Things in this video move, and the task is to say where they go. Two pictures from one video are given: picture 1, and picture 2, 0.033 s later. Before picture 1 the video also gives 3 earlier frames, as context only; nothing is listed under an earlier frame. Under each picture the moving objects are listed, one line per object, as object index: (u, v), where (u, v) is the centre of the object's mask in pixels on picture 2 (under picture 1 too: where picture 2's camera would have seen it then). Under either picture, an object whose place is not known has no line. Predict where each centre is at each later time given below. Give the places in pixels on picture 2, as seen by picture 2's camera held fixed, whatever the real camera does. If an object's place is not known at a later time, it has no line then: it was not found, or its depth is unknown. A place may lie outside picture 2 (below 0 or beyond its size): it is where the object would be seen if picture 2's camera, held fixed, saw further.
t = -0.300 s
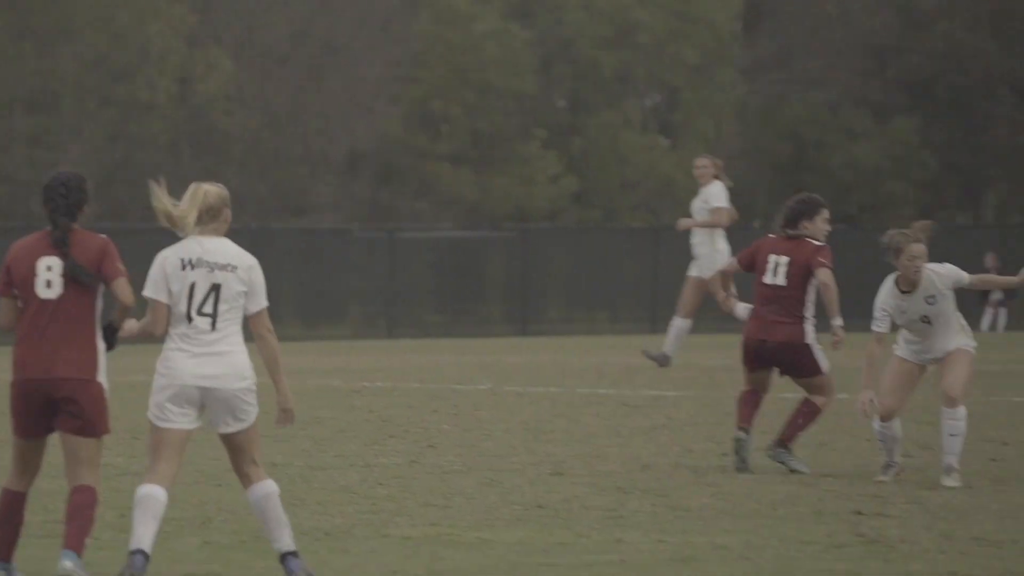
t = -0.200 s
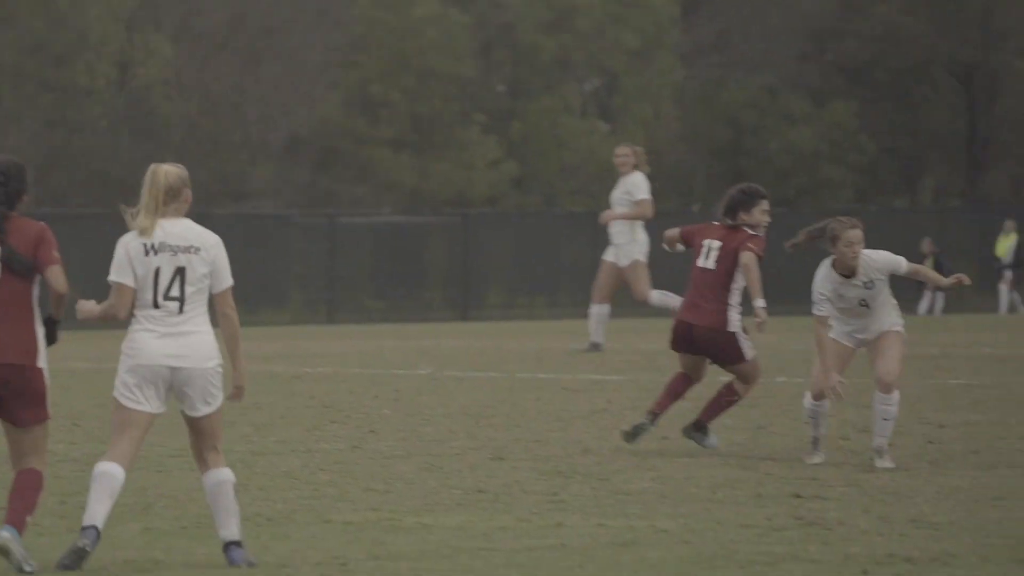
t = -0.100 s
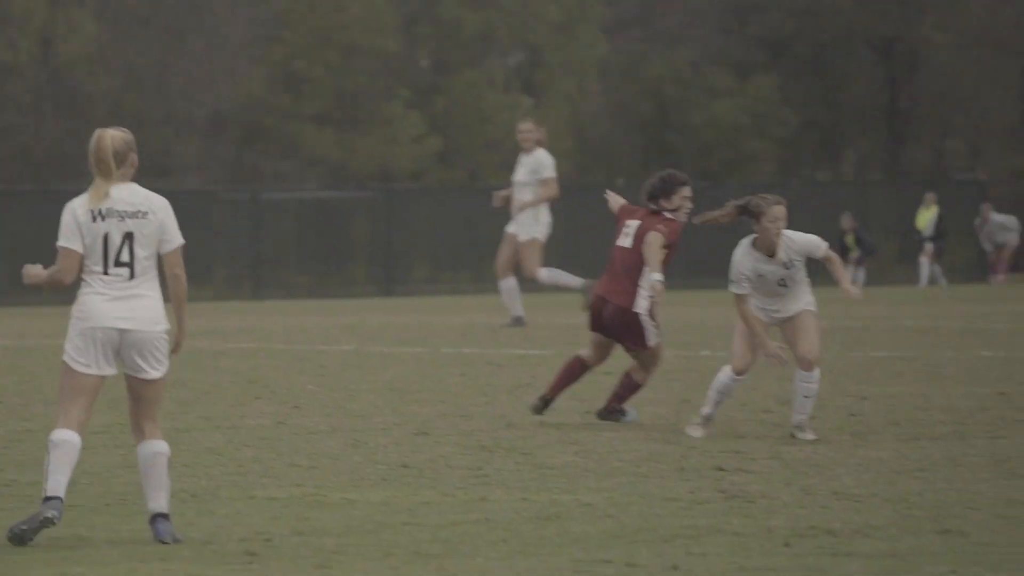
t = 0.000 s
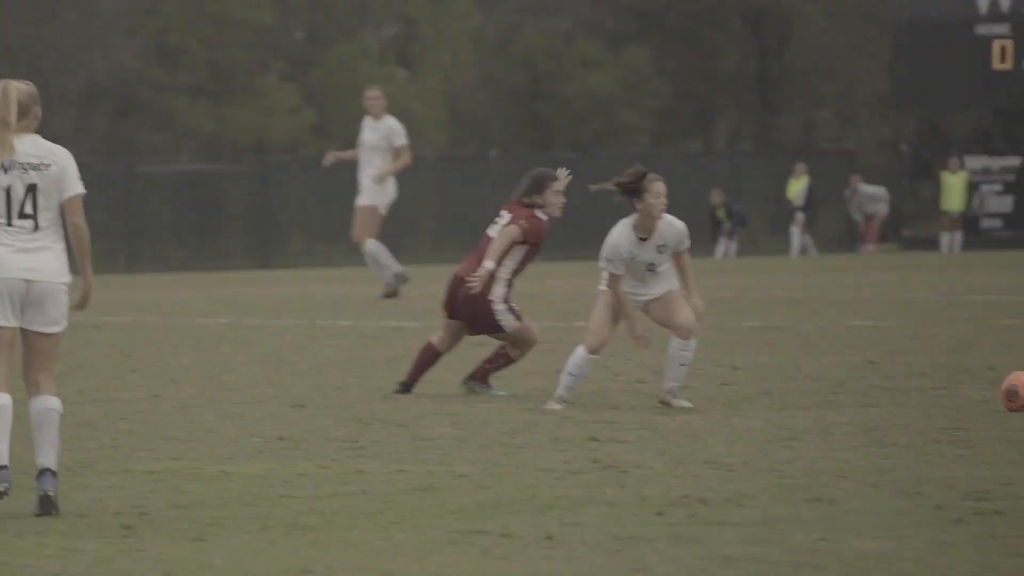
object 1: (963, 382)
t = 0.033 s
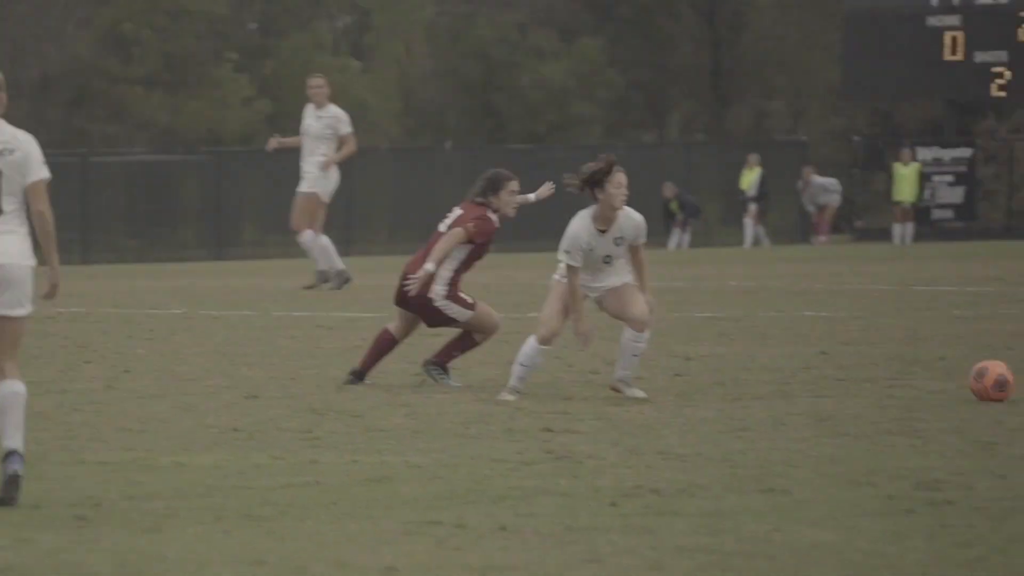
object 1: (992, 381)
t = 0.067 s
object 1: (1011, 380)
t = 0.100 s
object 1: (1031, 381)
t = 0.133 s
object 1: (1051, 383)
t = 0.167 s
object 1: (1071, 384)
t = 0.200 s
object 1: (1090, 383)
